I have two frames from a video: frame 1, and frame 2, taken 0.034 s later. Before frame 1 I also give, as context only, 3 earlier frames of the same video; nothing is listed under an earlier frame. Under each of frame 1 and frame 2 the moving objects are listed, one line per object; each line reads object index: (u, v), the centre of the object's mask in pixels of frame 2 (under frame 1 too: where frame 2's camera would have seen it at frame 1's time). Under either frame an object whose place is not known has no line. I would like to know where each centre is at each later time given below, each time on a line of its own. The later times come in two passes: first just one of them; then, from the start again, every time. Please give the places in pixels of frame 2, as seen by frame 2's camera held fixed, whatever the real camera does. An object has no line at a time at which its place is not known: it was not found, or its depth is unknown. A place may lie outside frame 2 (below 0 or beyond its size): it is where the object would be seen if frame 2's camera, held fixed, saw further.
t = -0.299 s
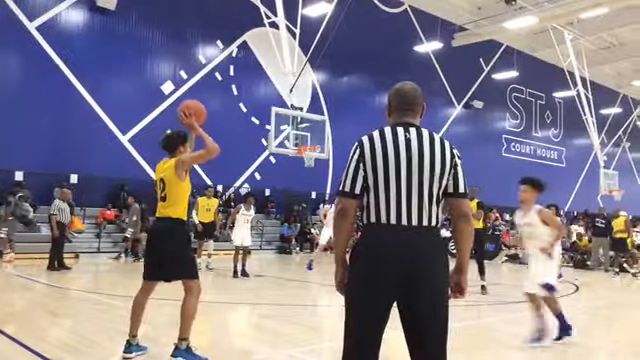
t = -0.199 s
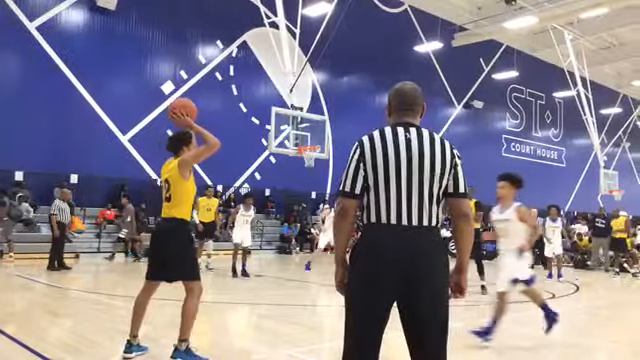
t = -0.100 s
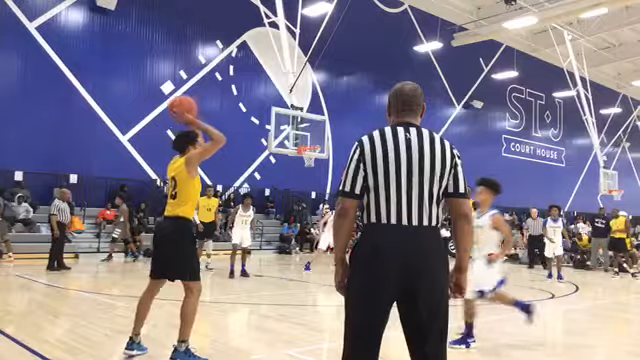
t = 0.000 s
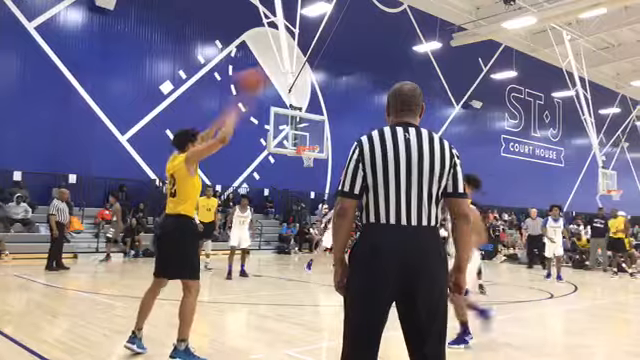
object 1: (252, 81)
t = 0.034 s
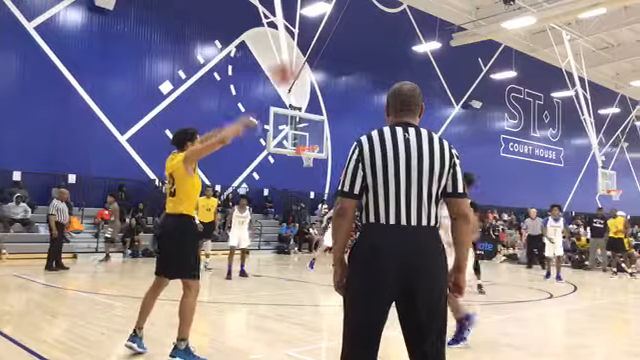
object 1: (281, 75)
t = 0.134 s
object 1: (377, 54)
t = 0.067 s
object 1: (320, 63)
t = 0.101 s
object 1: (346, 60)
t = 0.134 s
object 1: (377, 54)
